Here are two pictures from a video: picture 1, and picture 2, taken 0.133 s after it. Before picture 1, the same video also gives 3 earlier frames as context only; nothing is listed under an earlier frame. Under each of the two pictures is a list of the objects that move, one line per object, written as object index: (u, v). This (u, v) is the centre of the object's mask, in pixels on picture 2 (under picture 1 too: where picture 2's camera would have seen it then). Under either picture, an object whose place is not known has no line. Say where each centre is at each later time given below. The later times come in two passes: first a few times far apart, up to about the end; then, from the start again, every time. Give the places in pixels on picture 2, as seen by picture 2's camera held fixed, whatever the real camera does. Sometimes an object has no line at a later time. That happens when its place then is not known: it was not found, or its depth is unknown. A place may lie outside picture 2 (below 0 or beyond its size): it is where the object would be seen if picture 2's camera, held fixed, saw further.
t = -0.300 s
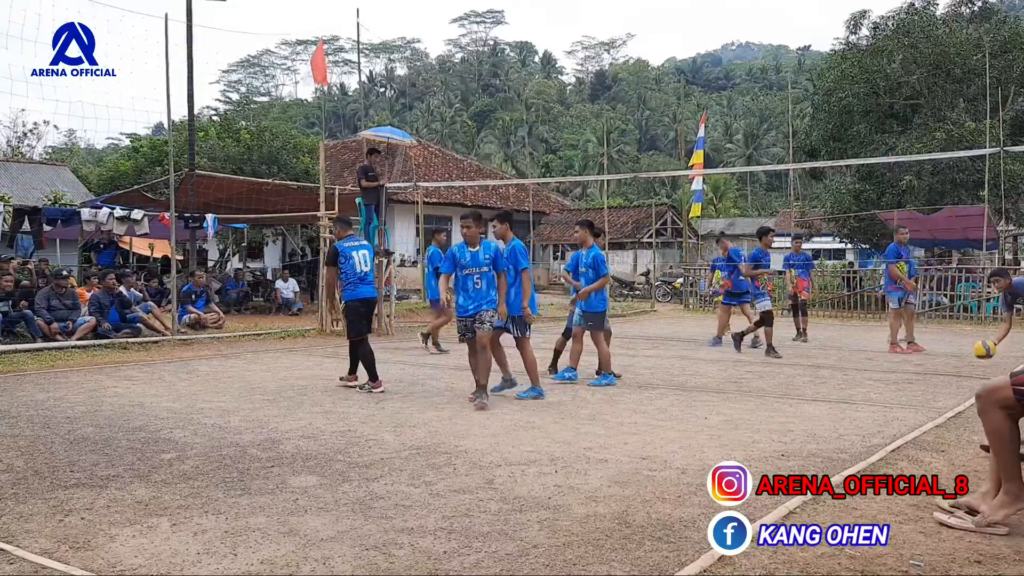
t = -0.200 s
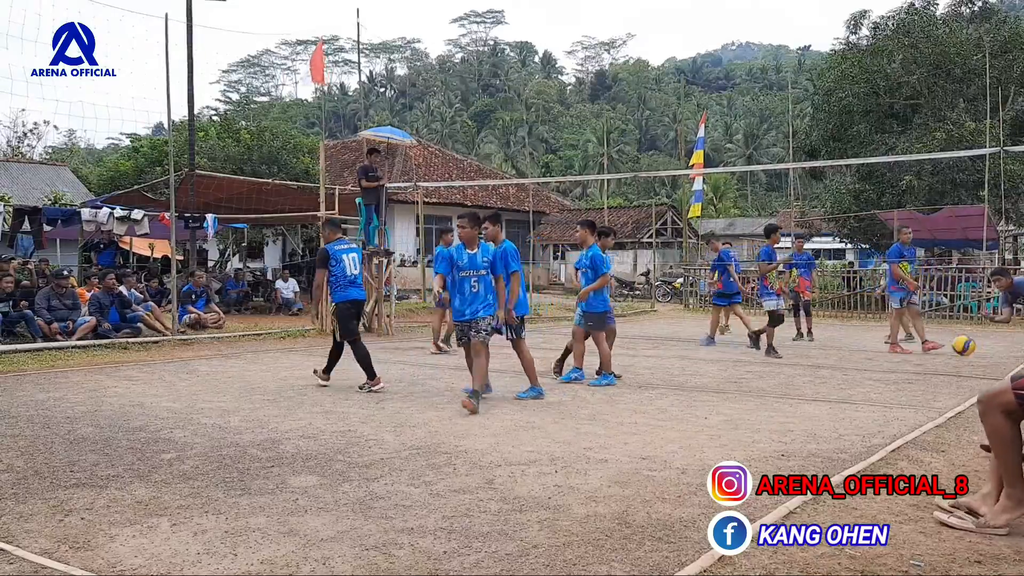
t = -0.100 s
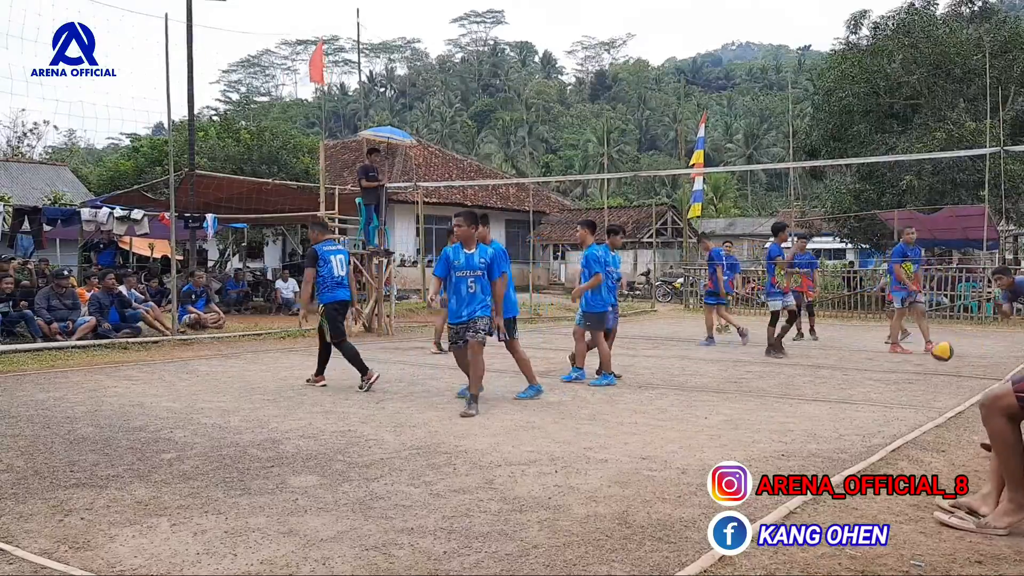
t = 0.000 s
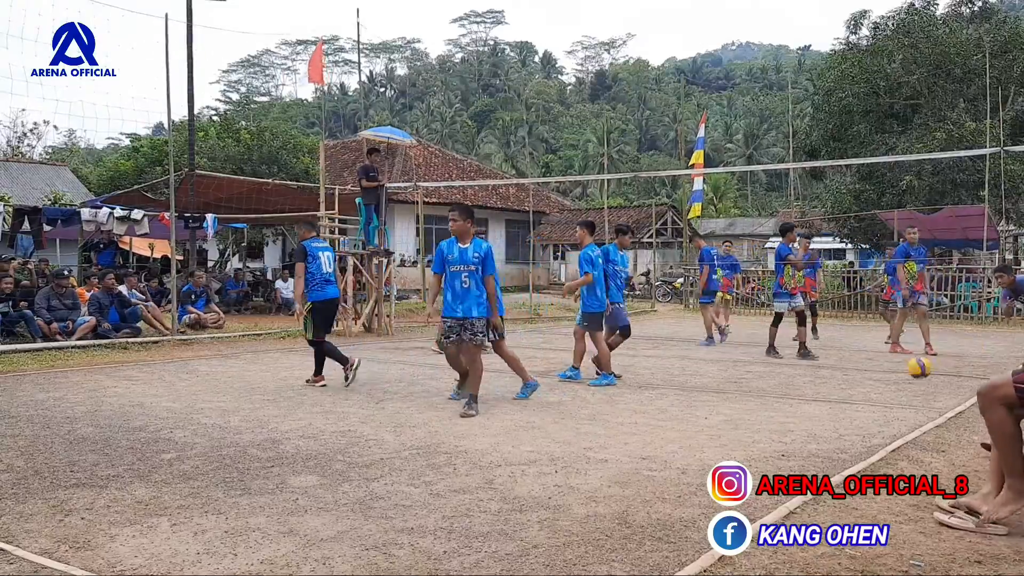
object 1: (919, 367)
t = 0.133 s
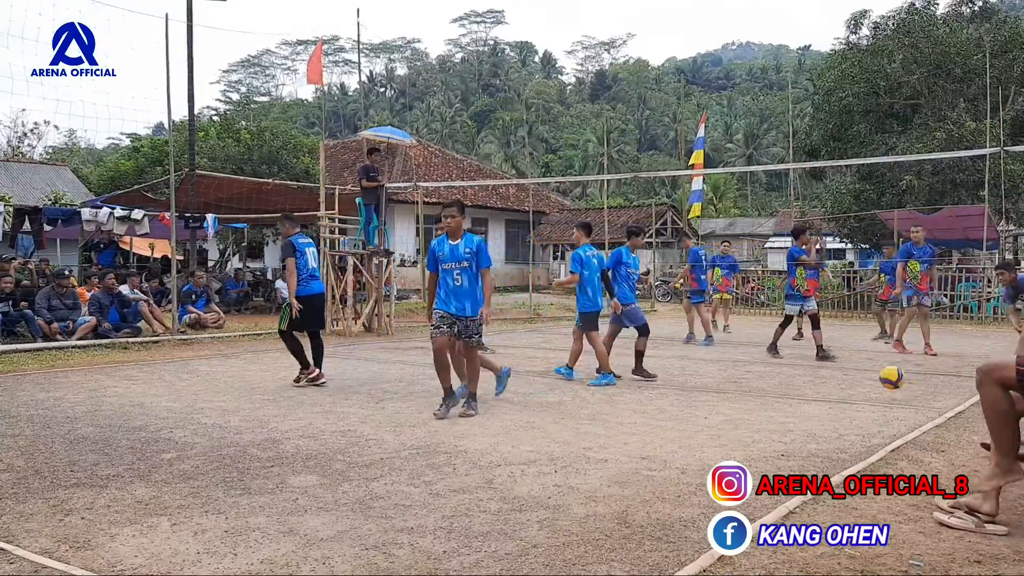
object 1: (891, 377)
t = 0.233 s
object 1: (876, 367)
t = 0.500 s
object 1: (828, 396)
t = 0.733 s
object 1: (775, 392)
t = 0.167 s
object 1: (888, 372)
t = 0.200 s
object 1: (882, 369)
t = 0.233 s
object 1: (876, 367)
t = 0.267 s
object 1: (870, 366)
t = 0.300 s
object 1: (864, 366)
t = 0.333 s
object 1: (858, 367)
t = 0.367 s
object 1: (852, 370)
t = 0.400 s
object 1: (847, 374)
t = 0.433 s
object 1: (840, 380)
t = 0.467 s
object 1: (834, 387)
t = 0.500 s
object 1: (828, 396)
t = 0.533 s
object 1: (821, 406)
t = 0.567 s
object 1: (813, 402)
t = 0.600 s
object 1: (805, 398)
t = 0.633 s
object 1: (798, 394)
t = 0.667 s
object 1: (790, 392)
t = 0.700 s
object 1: (782, 391)
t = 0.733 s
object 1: (775, 392)
